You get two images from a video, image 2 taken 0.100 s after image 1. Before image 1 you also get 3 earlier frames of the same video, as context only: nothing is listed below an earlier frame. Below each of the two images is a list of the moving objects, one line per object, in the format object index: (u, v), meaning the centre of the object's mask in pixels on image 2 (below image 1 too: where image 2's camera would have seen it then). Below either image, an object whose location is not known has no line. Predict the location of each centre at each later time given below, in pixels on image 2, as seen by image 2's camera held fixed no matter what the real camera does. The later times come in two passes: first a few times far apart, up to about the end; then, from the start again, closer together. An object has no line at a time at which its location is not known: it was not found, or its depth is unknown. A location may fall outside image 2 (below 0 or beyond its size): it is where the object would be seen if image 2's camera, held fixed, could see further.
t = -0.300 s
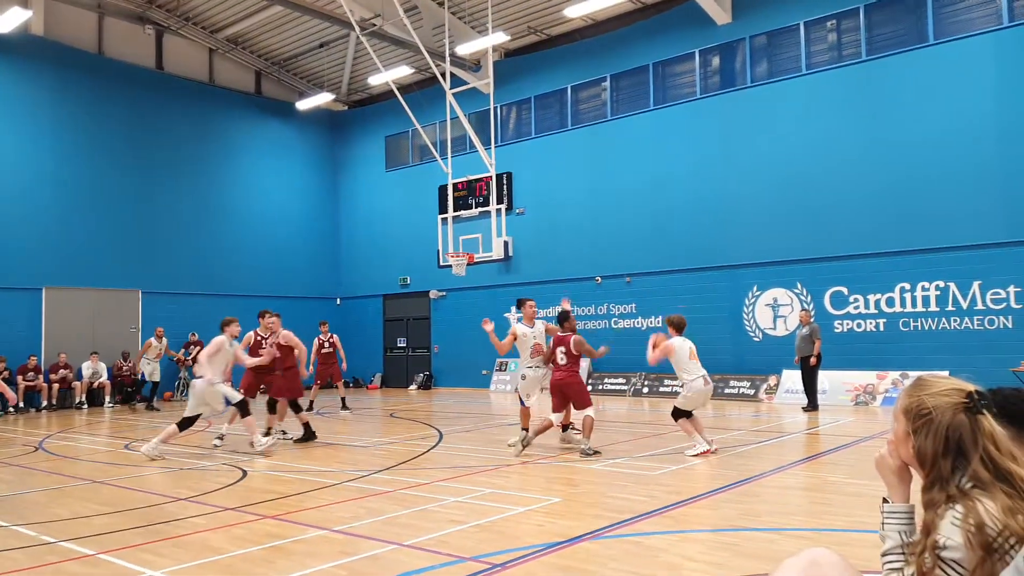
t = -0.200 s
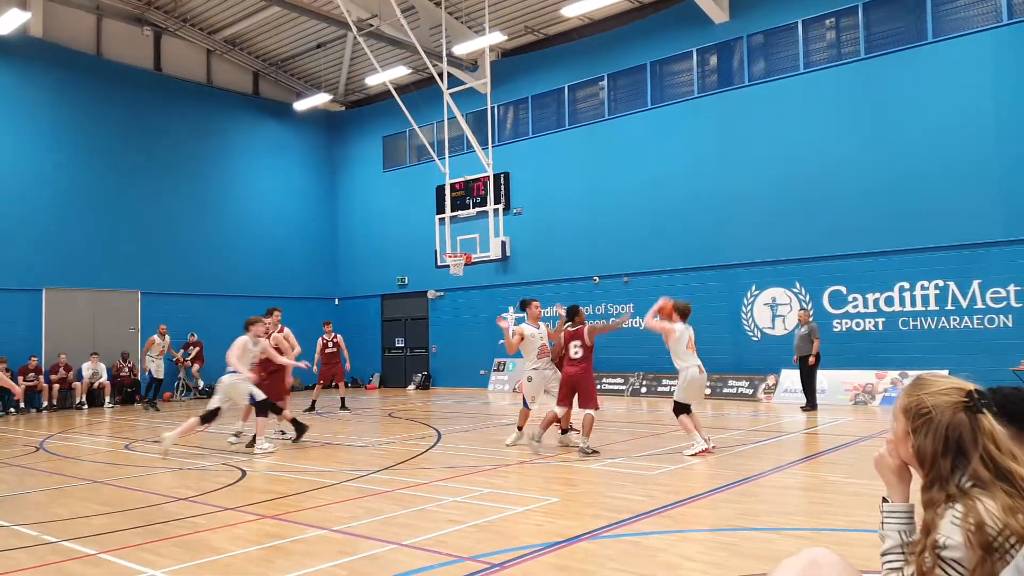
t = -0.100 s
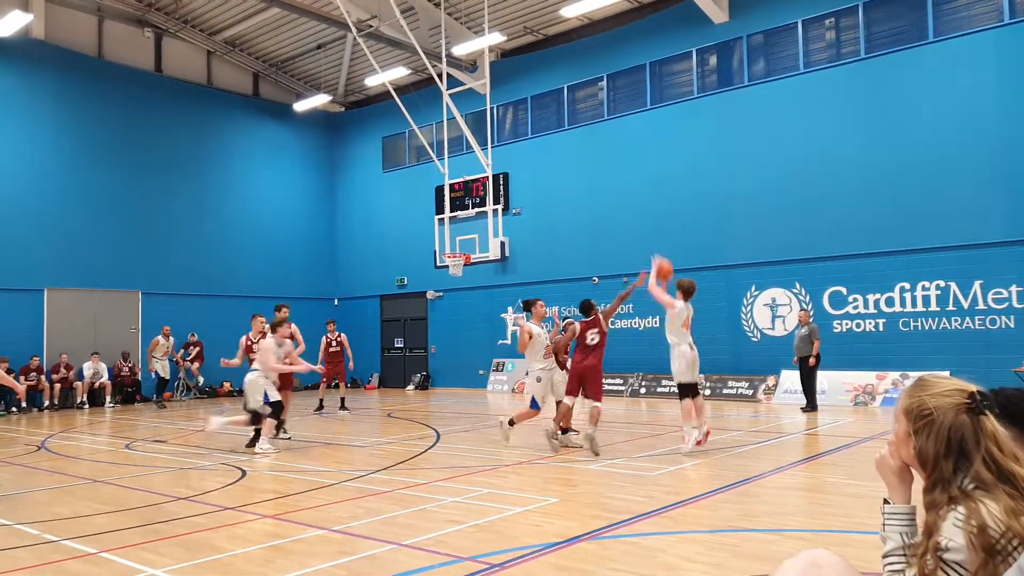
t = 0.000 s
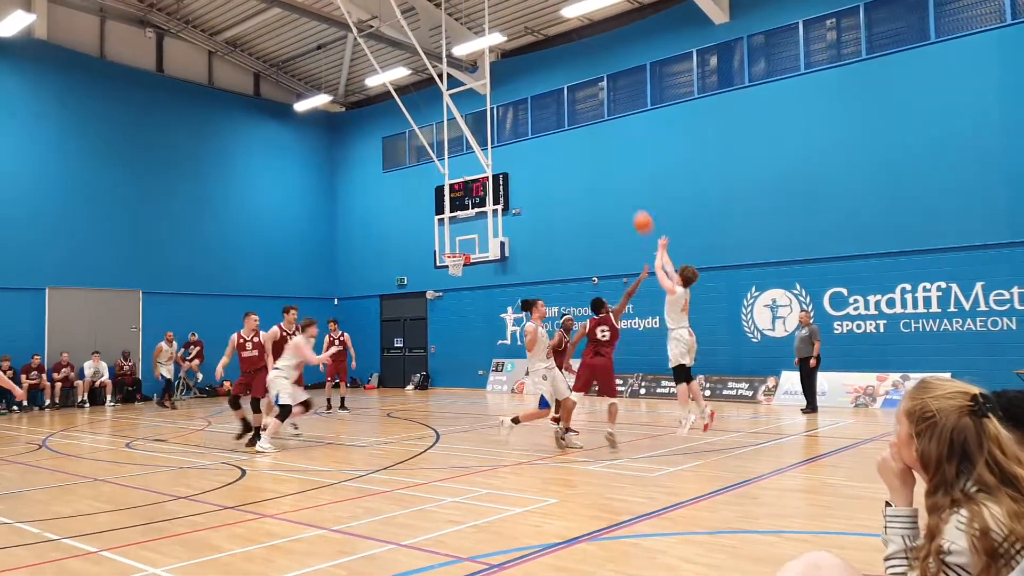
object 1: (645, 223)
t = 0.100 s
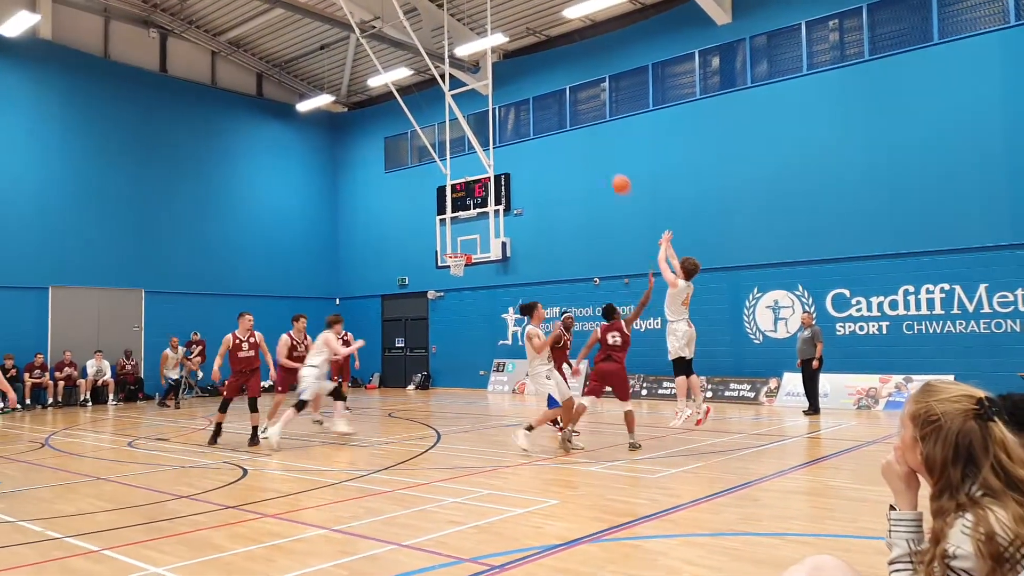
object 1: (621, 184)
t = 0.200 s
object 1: (600, 157)
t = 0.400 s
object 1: (563, 125)
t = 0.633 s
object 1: (529, 123)
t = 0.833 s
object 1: (502, 145)
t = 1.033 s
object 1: (480, 187)
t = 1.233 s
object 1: (459, 241)
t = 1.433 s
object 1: (448, 231)
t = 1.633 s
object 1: (437, 229)
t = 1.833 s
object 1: (428, 244)
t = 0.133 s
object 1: (614, 174)
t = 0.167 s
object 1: (607, 164)
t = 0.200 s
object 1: (600, 157)
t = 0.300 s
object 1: (580, 137)
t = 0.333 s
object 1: (575, 132)
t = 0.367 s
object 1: (569, 128)
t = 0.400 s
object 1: (563, 125)
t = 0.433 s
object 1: (557, 123)
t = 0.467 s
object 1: (552, 121)
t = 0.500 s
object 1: (548, 120)
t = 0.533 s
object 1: (543, 120)
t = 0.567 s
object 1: (538, 121)
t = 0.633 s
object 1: (529, 123)
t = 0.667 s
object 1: (524, 125)
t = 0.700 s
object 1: (519, 128)
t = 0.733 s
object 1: (515, 132)
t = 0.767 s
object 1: (510, 136)
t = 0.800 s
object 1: (507, 140)
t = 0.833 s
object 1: (502, 145)
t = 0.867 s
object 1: (498, 151)
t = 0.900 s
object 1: (494, 157)
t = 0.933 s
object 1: (490, 163)
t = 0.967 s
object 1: (487, 170)
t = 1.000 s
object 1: (482, 178)
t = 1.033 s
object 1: (480, 187)
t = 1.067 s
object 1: (477, 193)
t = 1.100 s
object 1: (472, 202)
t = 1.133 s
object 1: (469, 212)
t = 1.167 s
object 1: (466, 221)
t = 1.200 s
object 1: (463, 231)
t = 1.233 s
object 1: (459, 241)
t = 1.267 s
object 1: (457, 247)
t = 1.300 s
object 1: (454, 244)
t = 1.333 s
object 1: (453, 239)
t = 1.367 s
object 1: (451, 236)
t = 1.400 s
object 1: (450, 233)
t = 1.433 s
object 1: (448, 231)
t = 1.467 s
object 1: (446, 229)
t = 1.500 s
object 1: (444, 227)
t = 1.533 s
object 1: (442, 227)
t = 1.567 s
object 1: (441, 227)
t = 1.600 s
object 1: (439, 227)
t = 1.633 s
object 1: (437, 229)
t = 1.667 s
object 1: (436, 230)
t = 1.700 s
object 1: (435, 232)
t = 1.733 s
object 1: (434, 234)
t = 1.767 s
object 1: (431, 237)
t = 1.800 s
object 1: (429, 240)
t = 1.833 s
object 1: (428, 244)
